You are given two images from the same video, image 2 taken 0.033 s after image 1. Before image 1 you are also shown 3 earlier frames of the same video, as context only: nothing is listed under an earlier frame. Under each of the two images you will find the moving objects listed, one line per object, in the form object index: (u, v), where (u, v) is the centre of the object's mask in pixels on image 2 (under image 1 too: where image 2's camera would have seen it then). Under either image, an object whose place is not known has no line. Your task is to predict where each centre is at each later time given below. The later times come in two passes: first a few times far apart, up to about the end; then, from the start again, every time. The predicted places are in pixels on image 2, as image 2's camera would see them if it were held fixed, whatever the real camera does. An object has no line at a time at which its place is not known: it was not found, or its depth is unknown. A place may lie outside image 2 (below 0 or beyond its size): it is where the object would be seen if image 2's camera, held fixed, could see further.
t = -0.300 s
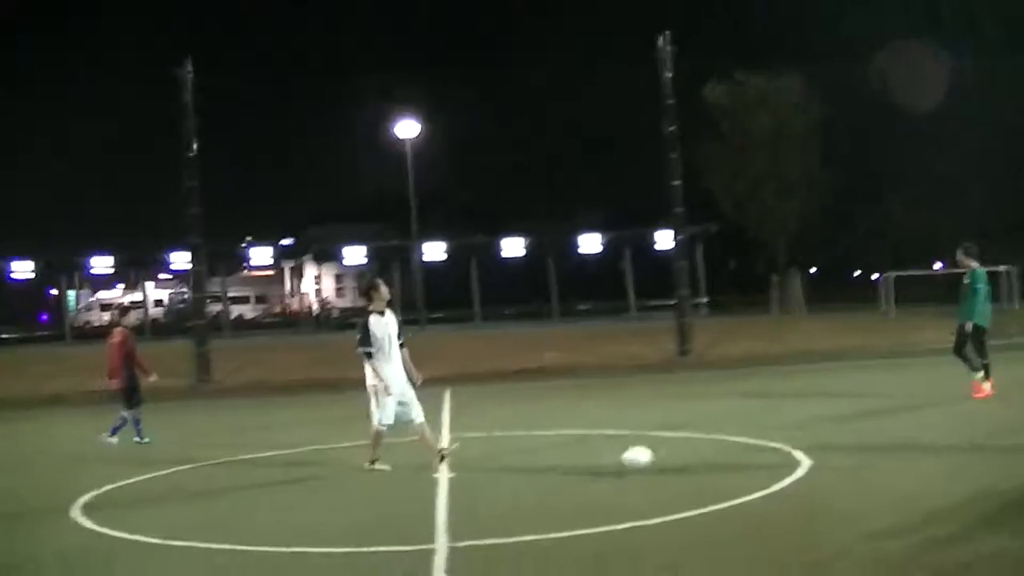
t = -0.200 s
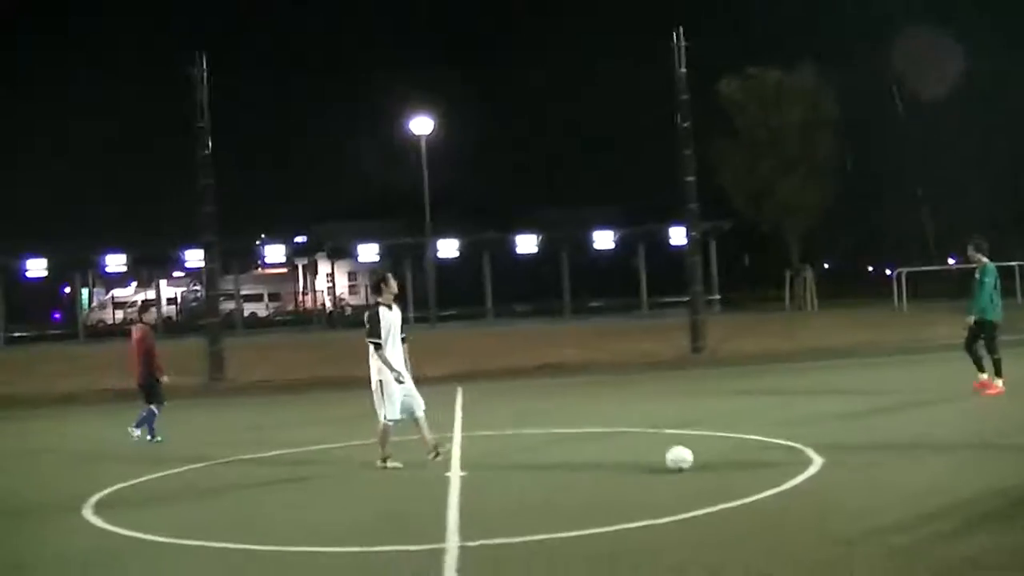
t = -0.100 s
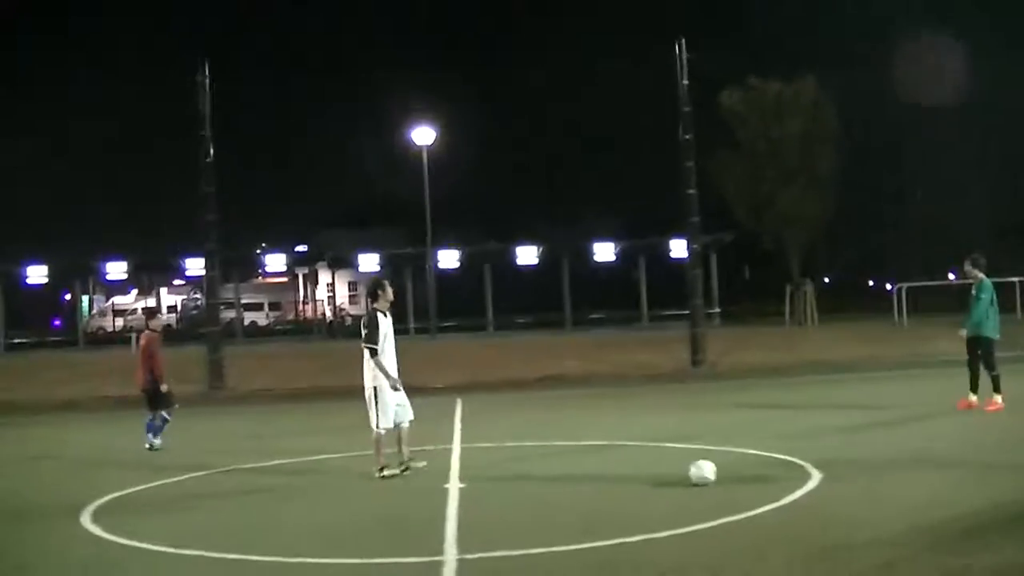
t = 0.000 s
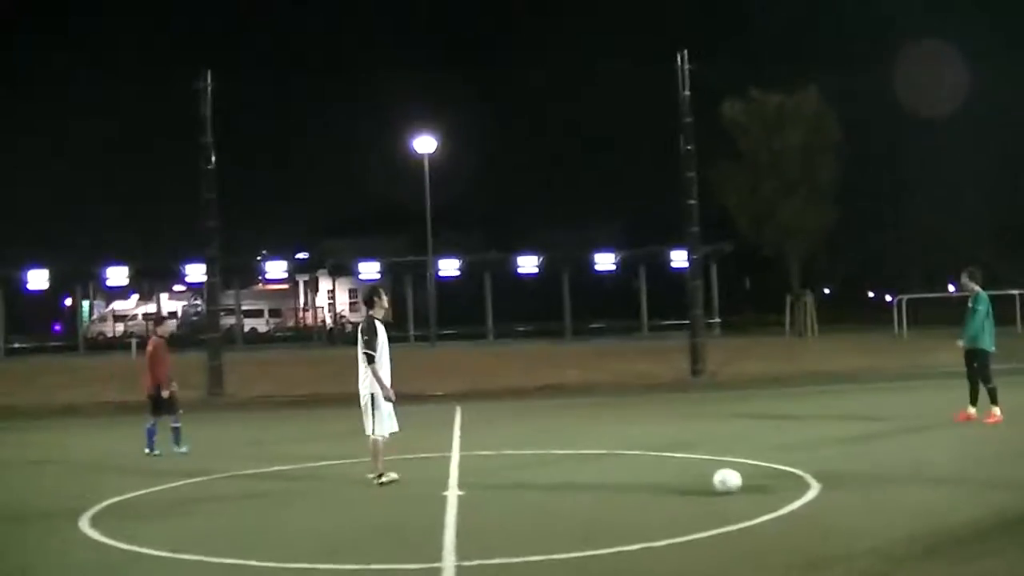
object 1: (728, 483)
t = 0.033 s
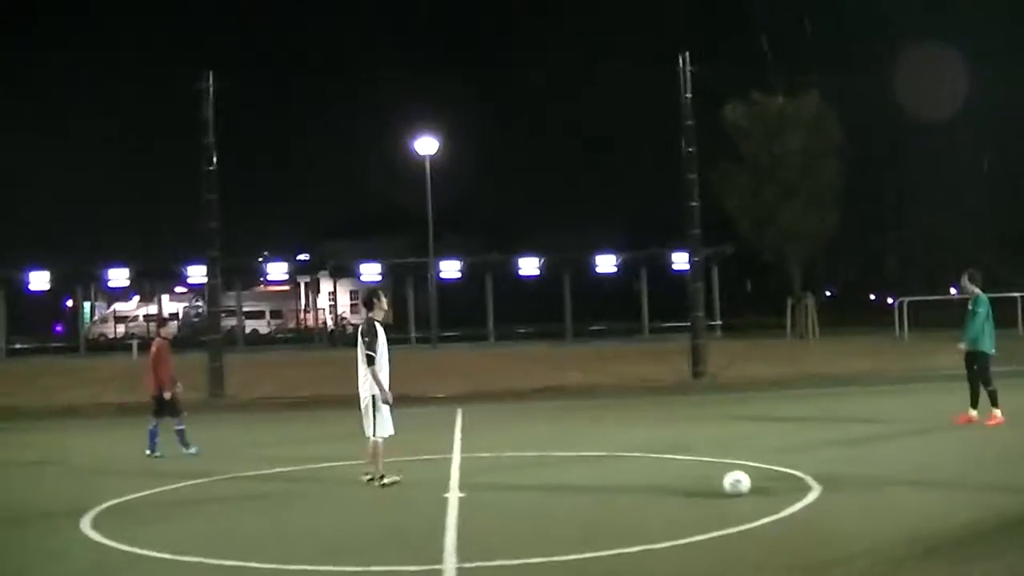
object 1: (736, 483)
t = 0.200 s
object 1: (777, 482)
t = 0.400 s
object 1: (829, 482)
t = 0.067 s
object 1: (744, 483)
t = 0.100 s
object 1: (752, 482)
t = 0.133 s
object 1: (761, 482)
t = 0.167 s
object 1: (769, 482)
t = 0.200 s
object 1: (777, 482)
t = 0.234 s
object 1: (786, 482)
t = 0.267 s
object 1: (795, 481)
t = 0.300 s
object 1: (803, 481)
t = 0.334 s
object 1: (812, 482)
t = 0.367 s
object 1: (820, 482)
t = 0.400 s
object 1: (829, 482)
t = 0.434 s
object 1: (838, 482)
